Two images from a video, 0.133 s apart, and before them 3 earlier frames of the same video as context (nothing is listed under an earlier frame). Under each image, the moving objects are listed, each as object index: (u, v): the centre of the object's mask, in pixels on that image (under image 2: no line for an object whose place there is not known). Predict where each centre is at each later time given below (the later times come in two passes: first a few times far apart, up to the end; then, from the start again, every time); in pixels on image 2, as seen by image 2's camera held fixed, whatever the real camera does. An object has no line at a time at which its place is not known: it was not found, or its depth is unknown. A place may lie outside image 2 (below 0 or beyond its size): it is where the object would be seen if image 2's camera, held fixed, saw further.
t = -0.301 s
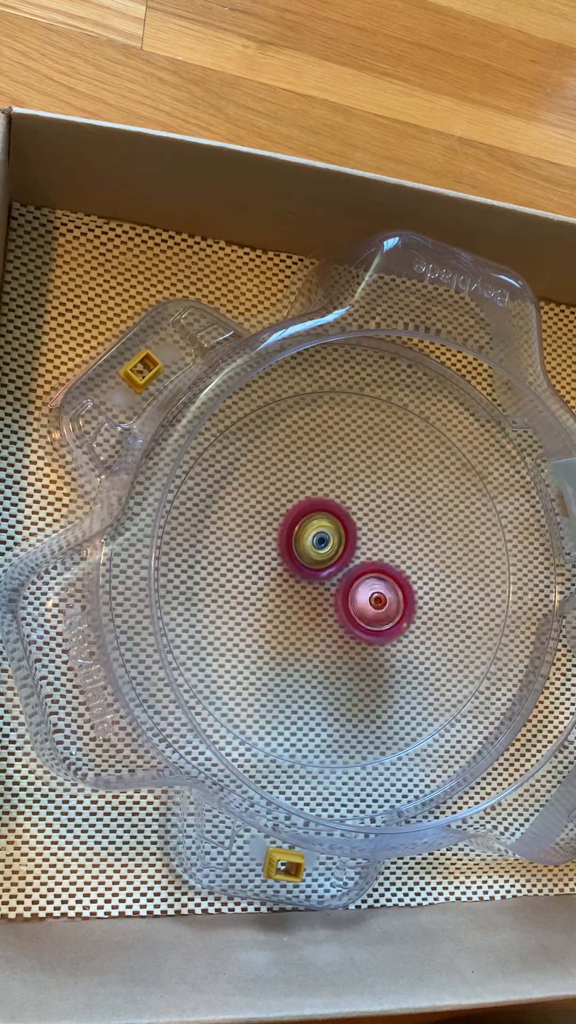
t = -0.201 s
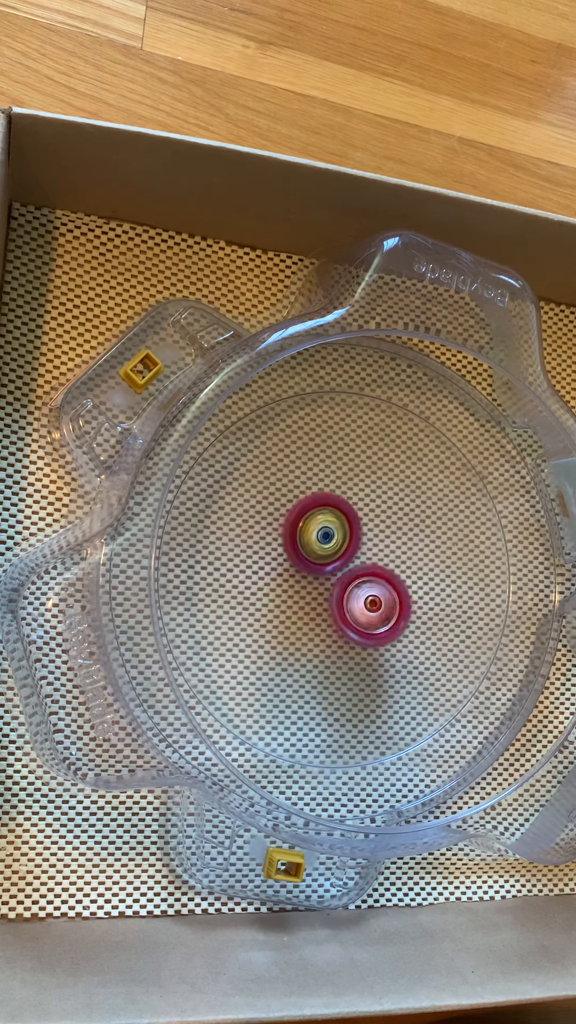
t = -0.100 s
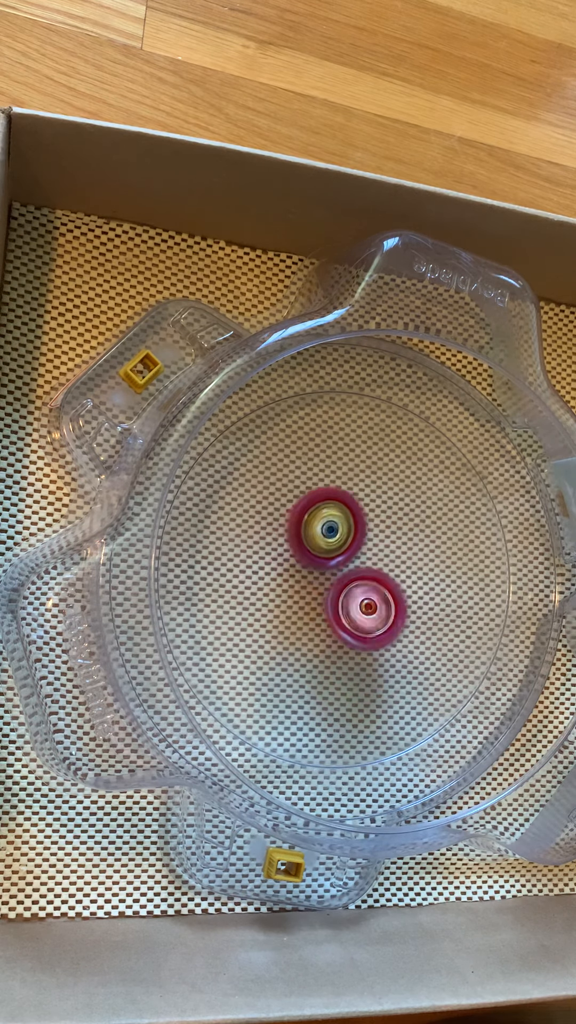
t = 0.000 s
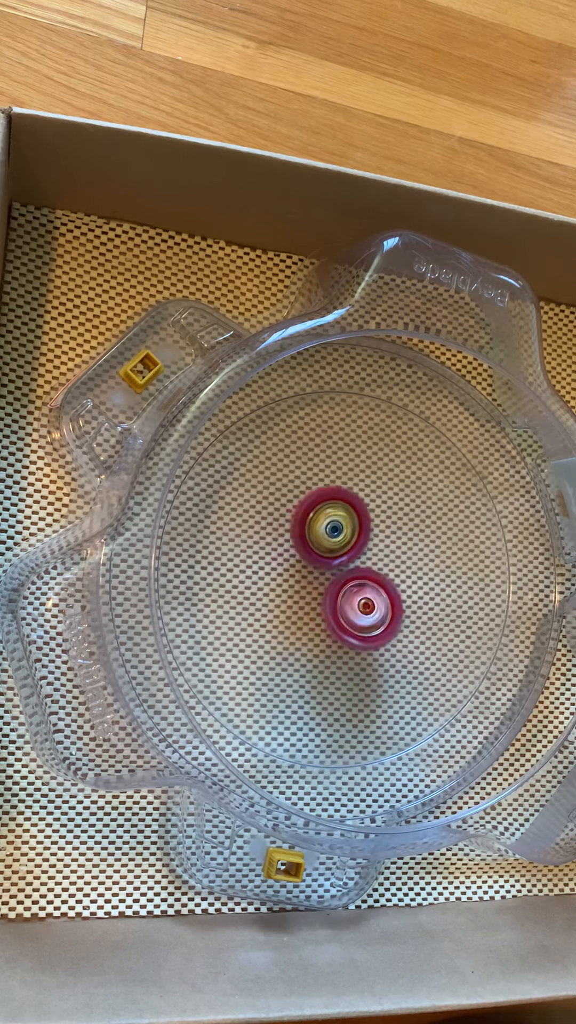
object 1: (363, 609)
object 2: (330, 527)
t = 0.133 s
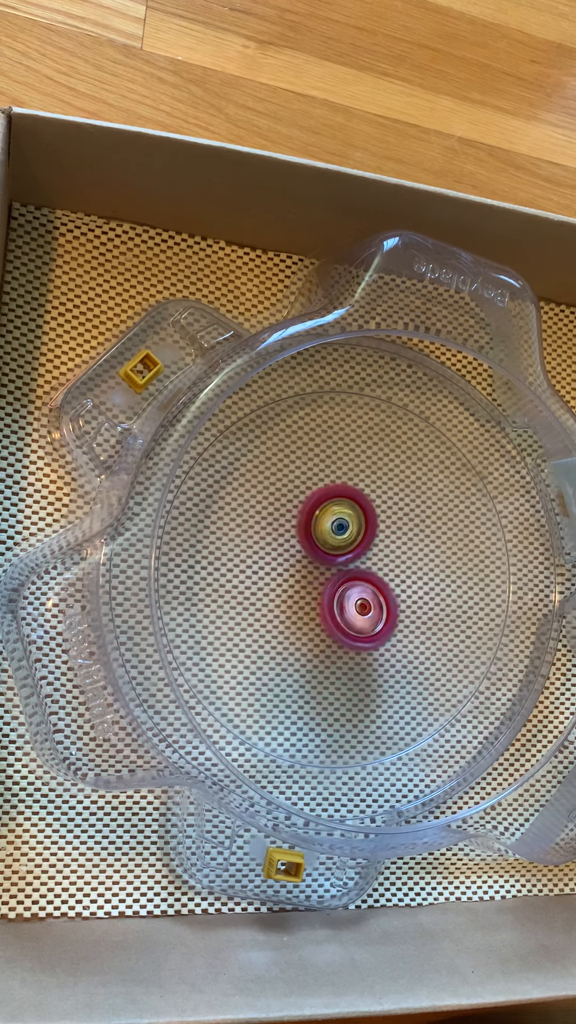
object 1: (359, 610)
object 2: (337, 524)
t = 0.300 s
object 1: (354, 611)
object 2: (343, 523)
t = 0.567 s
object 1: (344, 609)
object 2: (355, 521)
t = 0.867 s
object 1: (339, 612)
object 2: (362, 526)
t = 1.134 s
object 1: (337, 621)
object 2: (358, 536)
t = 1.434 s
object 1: (316, 643)
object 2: (374, 528)
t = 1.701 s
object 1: (323, 628)
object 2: (358, 547)
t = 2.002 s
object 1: (324, 623)
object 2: (364, 541)
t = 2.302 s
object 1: (321, 616)
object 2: (367, 545)
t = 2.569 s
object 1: (289, 532)
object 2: (395, 554)
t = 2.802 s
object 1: (327, 515)
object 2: (383, 574)
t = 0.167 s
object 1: (358, 610)
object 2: (338, 524)
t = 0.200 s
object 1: (357, 610)
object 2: (340, 523)
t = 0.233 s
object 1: (356, 611)
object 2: (341, 523)
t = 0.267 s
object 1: (355, 611)
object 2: (342, 523)
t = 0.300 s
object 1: (354, 611)
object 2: (343, 523)
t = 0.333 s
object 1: (353, 610)
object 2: (345, 523)
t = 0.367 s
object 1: (353, 610)
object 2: (346, 523)
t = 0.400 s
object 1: (351, 610)
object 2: (347, 522)
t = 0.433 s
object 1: (350, 610)
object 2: (348, 522)
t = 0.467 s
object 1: (348, 610)
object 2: (350, 522)
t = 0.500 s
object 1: (348, 610)
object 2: (351, 521)
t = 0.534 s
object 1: (346, 609)
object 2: (353, 521)
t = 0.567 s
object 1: (344, 609)
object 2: (355, 521)
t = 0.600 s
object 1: (343, 609)
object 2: (357, 521)
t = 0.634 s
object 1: (338, 614)
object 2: (362, 515)
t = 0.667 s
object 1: (335, 617)
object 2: (365, 512)
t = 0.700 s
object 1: (335, 617)
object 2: (366, 513)
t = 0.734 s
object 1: (334, 616)
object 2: (367, 514)
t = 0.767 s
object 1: (336, 613)
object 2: (366, 517)
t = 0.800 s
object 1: (337, 612)
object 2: (365, 520)
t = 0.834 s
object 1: (339, 612)
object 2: (363, 523)
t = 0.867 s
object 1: (339, 612)
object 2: (362, 526)
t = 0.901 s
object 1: (336, 619)
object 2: (364, 523)
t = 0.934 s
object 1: (334, 621)
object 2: (364, 523)
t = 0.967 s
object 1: (333, 620)
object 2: (364, 525)
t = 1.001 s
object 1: (333, 618)
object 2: (364, 527)
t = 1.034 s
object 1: (334, 618)
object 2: (363, 529)
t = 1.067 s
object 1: (336, 619)
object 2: (360, 532)
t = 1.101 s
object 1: (337, 620)
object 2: (359, 534)
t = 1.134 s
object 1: (337, 621)
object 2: (358, 536)
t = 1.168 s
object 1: (336, 622)
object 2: (357, 536)
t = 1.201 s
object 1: (334, 623)
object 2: (357, 536)
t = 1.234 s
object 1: (324, 632)
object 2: (364, 527)
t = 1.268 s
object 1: (319, 640)
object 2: (369, 521)
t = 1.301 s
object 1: (313, 643)
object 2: (372, 519)
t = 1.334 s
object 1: (313, 643)
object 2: (375, 519)
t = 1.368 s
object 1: (314, 644)
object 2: (375, 520)
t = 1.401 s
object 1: (316, 644)
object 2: (375, 524)
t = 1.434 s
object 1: (316, 643)
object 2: (374, 528)
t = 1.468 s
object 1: (317, 642)
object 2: (372, 532)
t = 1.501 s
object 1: (317, 642)
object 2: (370, 536)
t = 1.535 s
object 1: (318, 640)
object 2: (368, 539)
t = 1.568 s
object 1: (320, 638)
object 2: (365, 541)
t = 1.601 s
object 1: (320, 636)
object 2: (362, 544)
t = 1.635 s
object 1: (321, 632)
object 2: (361, 546)
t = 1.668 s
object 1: (323, 628)
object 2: (357, 548)
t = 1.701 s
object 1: (323, 628)
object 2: (358, 547)
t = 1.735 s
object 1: (323, 624)
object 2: (359, 545)
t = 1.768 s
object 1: (321, 626)
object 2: (363, 539)
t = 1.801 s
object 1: (319, 625)
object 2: (368, 535)
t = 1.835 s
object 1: (319, 623)
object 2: (370, 534)
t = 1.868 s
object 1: (320, 622)
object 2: (370, 535)
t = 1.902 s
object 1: (321, 622)
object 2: (370, 536)
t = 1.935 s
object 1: (323, 622)
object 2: (368, 538)
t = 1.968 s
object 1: (324, 623)
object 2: (367, 539)
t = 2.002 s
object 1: (324, 623)
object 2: (364, 541)
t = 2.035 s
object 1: (324, 623)
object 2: (362, 542)
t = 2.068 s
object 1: (324, 623)
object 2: (361, 543)
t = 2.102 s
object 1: (319, 626)
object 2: (363, 541)
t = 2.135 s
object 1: (315, 625)
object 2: (365, 541)
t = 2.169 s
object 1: (315, 623)
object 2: (365, 542)
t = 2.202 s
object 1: (318, 620)
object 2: (365, 542)
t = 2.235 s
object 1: (321, 620)
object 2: (364, 543)
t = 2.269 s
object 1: (324, 619)
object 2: (362, 543)
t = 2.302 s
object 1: (321, 616)
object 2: (367, 545)
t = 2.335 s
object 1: (310, 605)
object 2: (377, 546)
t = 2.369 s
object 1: (301, 591)
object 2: (387, 546)
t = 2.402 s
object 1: (293, 578)
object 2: (392, 548)
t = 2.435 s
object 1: (290, 566)
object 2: (395, 550)
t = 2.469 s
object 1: (286, 553)
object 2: (396, 550)
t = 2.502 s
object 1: (285, 545)
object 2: (397, 552)
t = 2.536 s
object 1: (287, 537)
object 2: (396, 552)
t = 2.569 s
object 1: (289, 532)
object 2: (395, 554)
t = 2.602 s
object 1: (294, 529)
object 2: (394, 555)
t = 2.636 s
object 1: (297, 528)
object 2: (392, 557)
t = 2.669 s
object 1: (303, 528)
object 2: (390, 558)
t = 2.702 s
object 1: (309, 527)
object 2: (389, 559)
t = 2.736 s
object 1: (314, 527)
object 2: (385, 561)
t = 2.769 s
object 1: (321, 522)
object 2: (386, 569)
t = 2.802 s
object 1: (327, 515)
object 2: (383, 574)
